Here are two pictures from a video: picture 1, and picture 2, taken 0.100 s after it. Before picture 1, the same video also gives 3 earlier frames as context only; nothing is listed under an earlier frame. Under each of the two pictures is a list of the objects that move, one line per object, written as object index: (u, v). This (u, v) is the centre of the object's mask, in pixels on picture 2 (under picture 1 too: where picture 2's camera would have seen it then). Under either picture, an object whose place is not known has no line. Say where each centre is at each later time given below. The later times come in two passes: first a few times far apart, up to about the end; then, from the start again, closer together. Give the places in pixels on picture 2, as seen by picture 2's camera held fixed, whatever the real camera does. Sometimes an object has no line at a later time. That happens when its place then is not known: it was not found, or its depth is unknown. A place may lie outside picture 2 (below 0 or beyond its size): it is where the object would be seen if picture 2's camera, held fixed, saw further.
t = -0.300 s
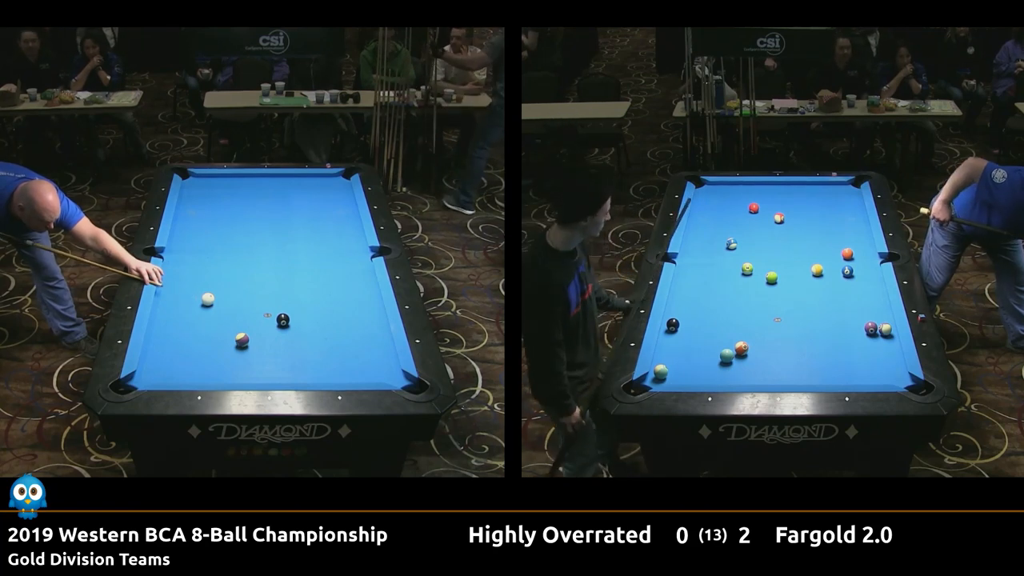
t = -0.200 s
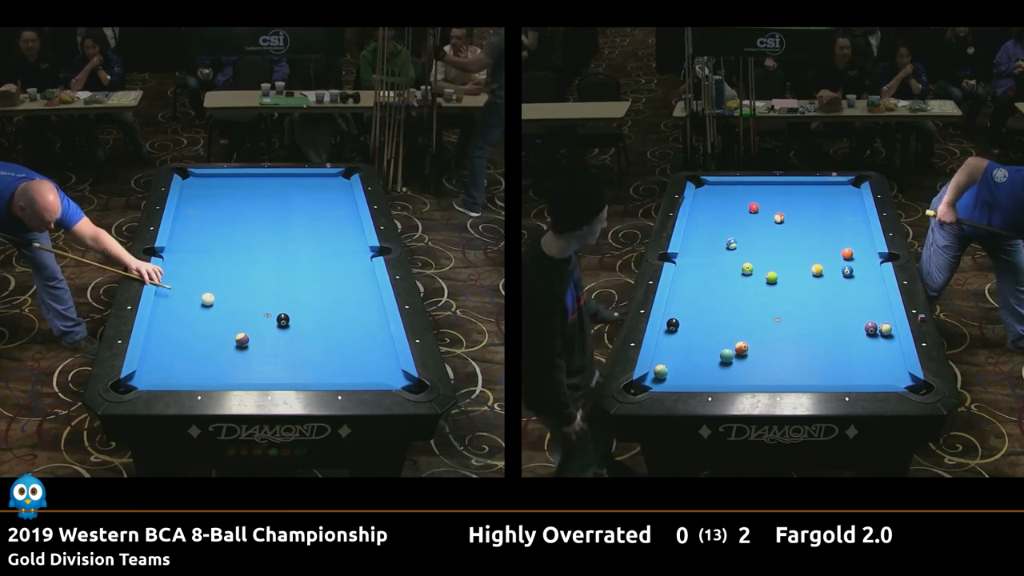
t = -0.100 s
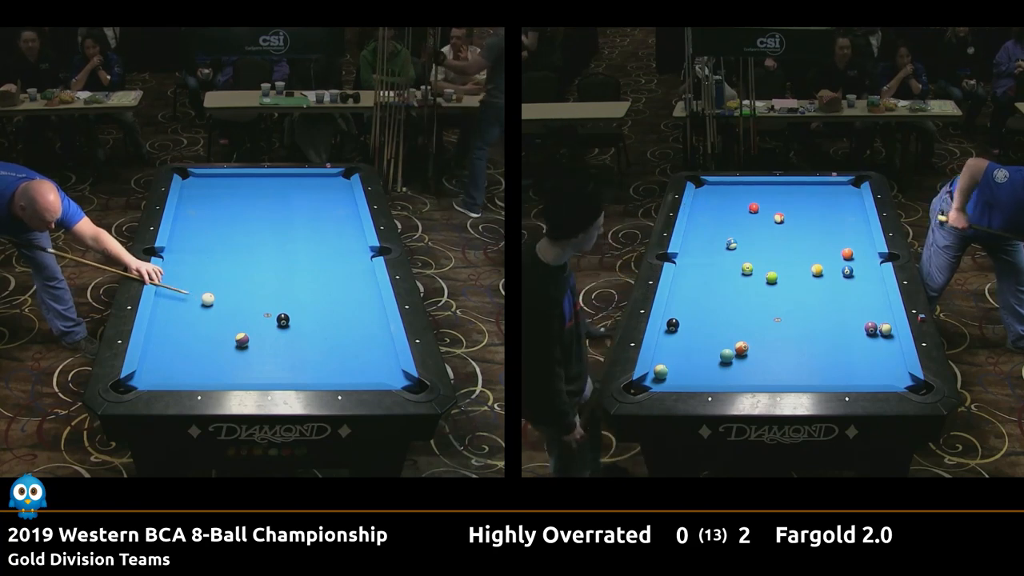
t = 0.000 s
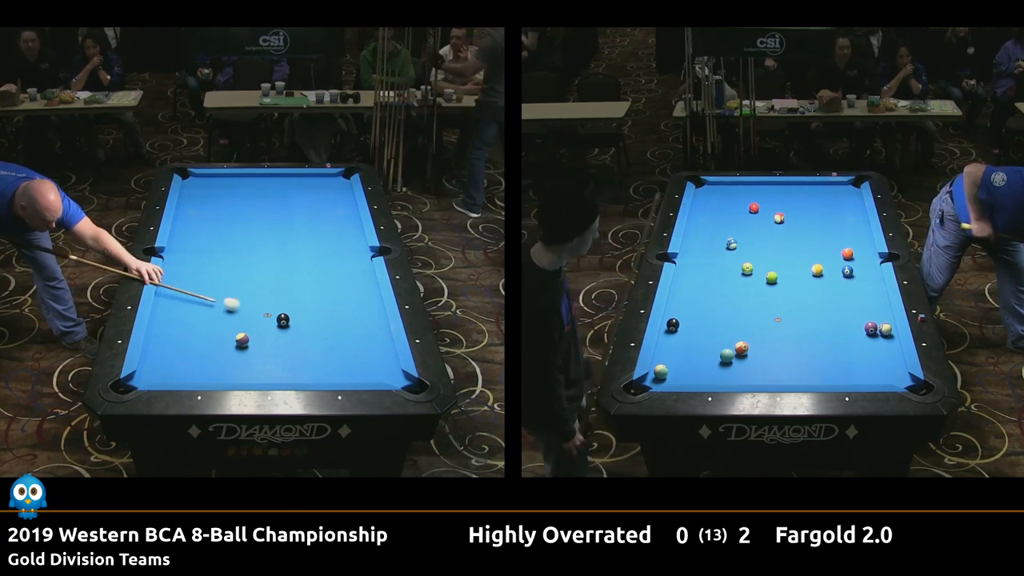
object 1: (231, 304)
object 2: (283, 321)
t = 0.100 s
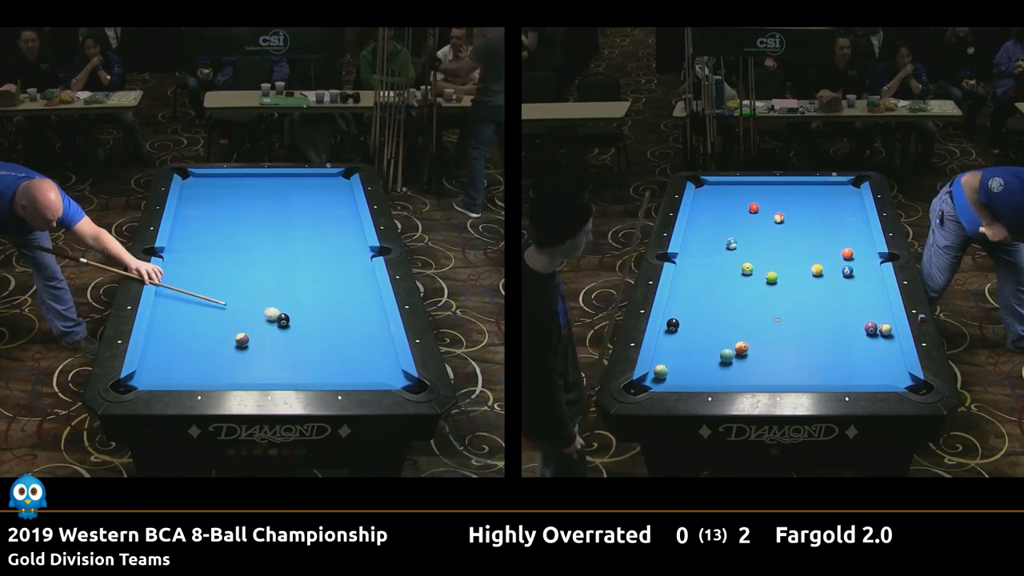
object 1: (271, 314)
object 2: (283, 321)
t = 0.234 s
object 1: (287, 310)
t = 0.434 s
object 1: (308, 303)
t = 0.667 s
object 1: (331, 296)
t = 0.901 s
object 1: (352, 289)
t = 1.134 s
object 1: (371, 282)
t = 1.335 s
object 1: (359, 278)
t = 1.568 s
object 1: (346, 273)
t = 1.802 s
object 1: (334, 268)
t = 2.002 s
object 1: (325, 264)
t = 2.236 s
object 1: (315, 261)
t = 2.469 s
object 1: (306, 257)
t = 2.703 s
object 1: (298, 254)
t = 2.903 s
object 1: (292, 252)
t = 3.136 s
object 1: (286, 249)
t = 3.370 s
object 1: (280, 247)
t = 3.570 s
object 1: (276, 246)
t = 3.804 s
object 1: (272, 245)
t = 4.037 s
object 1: (268, 243)
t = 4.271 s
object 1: (265, 242)
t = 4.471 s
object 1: (263, 242)
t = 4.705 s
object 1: (262, 242)
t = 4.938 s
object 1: (261, 242)
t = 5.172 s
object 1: (261, 242)
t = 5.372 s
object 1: (261, 242)
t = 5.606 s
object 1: (261, 241)
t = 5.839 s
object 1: (261, 241)
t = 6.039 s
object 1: (261, 241)
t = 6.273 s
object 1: (261, 241)
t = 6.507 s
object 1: (261, 241)
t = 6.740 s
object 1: (261, 241)
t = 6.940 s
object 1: (261, 241)
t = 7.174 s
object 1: (261, 241)
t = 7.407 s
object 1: (261, 241)
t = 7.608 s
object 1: (261, 241)
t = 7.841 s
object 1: (261, 241)
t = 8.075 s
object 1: (261, 241)
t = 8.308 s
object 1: (261, 241)
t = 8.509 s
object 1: (261, 241)
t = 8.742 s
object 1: (261, 241)
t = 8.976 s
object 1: (261, 241)
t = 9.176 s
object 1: (261, 240)
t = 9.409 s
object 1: (261, 240)
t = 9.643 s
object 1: (261, 240)
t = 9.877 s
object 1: (261, 240)
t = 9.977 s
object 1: (261, 240)
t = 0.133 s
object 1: (276, 313)
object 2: (292, 325)
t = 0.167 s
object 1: (280, 312)
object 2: (301, 330)
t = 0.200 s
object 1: (283, 311)
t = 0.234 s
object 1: (287, 310)
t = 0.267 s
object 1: (291, 308)
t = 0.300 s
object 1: (294, 307)
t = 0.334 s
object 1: (298, 306)
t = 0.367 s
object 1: (301, 305)
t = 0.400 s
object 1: (305, 304)
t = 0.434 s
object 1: (308, 303)
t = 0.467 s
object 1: (311, 302)
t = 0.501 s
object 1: (315, 301)
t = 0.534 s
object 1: (318, 300)
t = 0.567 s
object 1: (321, 299)
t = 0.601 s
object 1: (325, 298)
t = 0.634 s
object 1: (328, 297)
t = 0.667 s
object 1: (331, 296)
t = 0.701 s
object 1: (334, 295)
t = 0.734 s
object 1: (337, 294)
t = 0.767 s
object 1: (340, 293)
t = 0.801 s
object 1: (344, 292)
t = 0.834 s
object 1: (347, 291)
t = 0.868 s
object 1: (350, 290)
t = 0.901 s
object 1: (352, 289)
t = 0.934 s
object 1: (356, 288)
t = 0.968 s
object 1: (358, 287)
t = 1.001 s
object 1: (361, 286)
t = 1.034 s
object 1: (364, 285)
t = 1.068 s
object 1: (367, 284)
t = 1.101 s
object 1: (370, 283)
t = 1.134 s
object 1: (371, 282)
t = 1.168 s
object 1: (369, 282)
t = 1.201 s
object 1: (367, 281)
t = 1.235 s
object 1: (365, 280)
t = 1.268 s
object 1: (363, 279)
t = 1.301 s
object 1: (361, 279)
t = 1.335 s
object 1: (359, 278)
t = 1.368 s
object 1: (357, 277)
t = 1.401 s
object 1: (355, 276)
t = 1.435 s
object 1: (353, 276)
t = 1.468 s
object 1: (351, 275)
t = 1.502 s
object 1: (349, 274)
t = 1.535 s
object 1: (348, 273)
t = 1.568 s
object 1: (346, 273)
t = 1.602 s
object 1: (344, 272)
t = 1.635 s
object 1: (342, 271)
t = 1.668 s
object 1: (340, 271)
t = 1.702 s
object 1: (339, 270)
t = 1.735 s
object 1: (337, 269)
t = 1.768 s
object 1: (336, 269)
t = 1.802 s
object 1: (334, 268)
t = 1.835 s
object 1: (333, 267)
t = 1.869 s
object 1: (331, 267)
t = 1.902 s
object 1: (329, 266)
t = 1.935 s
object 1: (328, 266)
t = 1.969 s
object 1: (326, 265)
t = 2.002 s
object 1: (325, 264)
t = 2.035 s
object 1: (323, 264)
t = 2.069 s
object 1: (322, 263)
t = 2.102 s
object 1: (320, 263)
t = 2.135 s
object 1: (319, 262)
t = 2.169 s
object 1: (318, 262)
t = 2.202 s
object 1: (316, 261)
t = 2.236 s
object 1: (315, 261)
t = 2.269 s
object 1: (314, 260)
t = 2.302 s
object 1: (313, 259)
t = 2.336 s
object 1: (311, 259)
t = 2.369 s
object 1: (310, 258)
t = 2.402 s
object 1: (309, 258)
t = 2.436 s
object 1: (307, 257)
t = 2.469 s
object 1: (306, 257)
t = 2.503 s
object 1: (305, 256)
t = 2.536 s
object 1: (304, 256)
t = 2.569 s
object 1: (303, 255)
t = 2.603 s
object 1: (302, 255)
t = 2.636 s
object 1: (300, 255)
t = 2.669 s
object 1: (300, 254)
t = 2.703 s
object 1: (298, 254)
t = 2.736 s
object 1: (297, 253)
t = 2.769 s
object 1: (296, 253)
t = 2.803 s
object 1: (295, 253)
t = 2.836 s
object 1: (294, 252)
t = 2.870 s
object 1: (293, 252)
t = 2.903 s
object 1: (292, 252)
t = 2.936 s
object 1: (291, 251)
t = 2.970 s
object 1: (290, 251)
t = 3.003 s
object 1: (289, 250)
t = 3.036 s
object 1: (288, 250)
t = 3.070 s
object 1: (288, 250)
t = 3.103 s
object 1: (287, 249)
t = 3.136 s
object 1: (286, 249)
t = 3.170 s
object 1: (285, 249)
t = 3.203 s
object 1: (284, 248)
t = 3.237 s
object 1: (283, 248)
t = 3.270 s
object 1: (282, 248)
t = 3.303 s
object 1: (282, 247)
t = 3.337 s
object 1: (281, 247)
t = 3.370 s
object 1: (280, 247)
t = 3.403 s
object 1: (279, 247)
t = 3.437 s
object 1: (278, 247)
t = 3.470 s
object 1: (278, 246)
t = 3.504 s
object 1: (277, 246)
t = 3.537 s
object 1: (276, 246)
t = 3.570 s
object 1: (276, 246)
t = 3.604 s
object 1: (275, 245)
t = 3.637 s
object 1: (274, 245)
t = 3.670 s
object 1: (274, 245)
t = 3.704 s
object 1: (273, 245)
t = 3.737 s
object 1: (273, 245)
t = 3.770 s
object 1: (272, 245)
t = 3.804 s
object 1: (272, 245)
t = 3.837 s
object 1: (271, 244)
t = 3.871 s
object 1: (271, 244)
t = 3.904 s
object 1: (270, 244)
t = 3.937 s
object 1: (270, 244)
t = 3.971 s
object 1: (269, 244)
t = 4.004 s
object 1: (269, 243)
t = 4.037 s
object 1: (268, 243)
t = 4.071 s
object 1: (268, 243)
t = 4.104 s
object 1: (267, 243)
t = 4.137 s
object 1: (267, 243)
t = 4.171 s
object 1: (266, 243)
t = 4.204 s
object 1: (266, 242)
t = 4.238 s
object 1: (265, 242)
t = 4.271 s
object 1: (265, 242)
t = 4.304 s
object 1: (265, 242)
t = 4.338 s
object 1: (264, 242)
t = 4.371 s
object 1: (264, 242)
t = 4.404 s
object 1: (263, 242)
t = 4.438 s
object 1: (263, 242)
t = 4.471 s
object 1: (263, 242)
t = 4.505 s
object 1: (263, 242)
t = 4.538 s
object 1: (263, 242)
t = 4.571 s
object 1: (262, 242)
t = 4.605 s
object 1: (262, 242)
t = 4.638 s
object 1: (262, 242)
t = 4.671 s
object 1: (262, 242)
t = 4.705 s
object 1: (262, 242)
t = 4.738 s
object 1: (262, 242)
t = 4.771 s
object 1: (262, 242)
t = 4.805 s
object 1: (261, 242)
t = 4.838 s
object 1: (261, 242)
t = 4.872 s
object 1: (261, 242)
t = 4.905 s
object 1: (261, 242)
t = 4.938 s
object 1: (261, 242)
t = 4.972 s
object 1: (261, 242)
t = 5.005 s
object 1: (261, 242)
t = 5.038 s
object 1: (261, 242)
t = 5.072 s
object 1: (261, 242)
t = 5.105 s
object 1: (261, 242)
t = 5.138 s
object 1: (261, 242)
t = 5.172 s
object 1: (261, 242)
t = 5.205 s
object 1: (261, 242)
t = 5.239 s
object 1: (261, 242)
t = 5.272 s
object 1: (261, 242)
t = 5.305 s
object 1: (261, 242)
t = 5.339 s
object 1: (261, 242)
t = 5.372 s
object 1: (261, 242)
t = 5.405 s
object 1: (261, 242)
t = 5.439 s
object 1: (261, 241)
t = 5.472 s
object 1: (261, 241)
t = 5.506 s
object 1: (261, 241)
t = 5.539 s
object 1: (261, 241)
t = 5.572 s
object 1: (261, 241)
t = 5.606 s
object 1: (261, 241)
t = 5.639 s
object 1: (261, 241)
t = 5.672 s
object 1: (261, 241)
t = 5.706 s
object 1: (261, 241)
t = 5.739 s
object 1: (261, 241)
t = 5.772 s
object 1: (261, 241)
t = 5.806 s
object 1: (261, 241)
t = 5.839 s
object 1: (261, 241)
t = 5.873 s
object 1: (261, 241)
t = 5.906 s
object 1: (261, 241)
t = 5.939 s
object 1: (261, 241)
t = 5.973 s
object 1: (261, 241)
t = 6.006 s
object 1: (261, 241)
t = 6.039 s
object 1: (261, 241)
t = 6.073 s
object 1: (261, 241)
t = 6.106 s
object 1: (261, 241)
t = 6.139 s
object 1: (261, 241)
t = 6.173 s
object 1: (261, 241)
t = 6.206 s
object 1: (261, 241)
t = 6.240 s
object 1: (261, 241)
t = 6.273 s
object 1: (261, 241)
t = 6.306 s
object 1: (261, 241)
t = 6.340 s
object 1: (261, 241)
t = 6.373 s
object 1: (261, 241)
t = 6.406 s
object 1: (261, 241)
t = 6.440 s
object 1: (261, 241)
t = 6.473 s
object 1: (261, 241)
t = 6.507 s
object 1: (261, 241)
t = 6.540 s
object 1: (261, 241)
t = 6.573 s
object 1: (261, 241)
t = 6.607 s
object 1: (261, 241)
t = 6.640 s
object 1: (261, 241)
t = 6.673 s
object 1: (261, 241)
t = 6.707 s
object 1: (261, 241)
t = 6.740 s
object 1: (261, 241)
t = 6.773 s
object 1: (261, 241)
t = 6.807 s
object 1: (261, 241)
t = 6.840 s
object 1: (261, 241)
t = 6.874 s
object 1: (261, 241)
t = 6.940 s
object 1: (261, 241)
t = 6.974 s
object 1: (261, 241)
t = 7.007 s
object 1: (261, 241)
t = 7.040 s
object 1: (261, 241)
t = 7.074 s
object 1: (261, 241)
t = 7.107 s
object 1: (261, 241)
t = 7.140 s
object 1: (261, 241)
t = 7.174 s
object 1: (261, 241)
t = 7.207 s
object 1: (261, 241)
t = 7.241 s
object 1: (261, 241)
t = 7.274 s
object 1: (261, 241)
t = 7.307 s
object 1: (261, 241)
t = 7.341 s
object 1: (261, 241)
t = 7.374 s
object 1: (261, 241)
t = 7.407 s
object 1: (261, 241)
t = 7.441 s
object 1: (261, 241)
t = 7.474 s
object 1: (261, 241)
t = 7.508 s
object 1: (261, 241)
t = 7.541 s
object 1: (261, 241)
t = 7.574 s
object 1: (261, 241)
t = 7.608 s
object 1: (261, 241)
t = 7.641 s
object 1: (261, 241)
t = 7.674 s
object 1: (261, 241)
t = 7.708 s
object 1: (261, 241)
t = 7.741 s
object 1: (261, 241)
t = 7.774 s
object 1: (261, 241)
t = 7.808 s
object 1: (261, 241)
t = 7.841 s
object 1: (261, 241)
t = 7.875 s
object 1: (261, 241)
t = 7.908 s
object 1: (261, 241)
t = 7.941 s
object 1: (261, 241)
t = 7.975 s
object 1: (261, 241)
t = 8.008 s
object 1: (261, 241)
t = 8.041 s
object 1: (261, 241)
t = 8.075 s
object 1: (261, 241)
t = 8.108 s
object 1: (261, 241)
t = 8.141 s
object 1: (261, 241)
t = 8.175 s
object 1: (261, 241)
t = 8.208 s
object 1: (261, 241)
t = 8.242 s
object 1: (261, 241)
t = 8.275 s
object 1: (261, 241)
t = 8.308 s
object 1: (261, 241)
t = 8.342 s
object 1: (261, 241)
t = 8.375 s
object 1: (261, 241)
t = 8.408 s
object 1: (261, 241)
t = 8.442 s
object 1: (261, 241)
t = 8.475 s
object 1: (261, 241)
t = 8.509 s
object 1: (261, 241)
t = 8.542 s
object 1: (261, 241)
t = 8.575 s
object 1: (261, 241)
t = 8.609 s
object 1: (261, 241)
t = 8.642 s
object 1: (261, 241)
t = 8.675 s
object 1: (261, 241)
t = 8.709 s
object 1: (261, 241)
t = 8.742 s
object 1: (261, 241)
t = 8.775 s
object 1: (261, 241)
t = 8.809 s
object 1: (261, 241)
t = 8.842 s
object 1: (261, 241)
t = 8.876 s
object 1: (261, 240)
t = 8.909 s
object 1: (261, 240)
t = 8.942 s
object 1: (261, 241)
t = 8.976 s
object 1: (261, 241)
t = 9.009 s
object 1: (261, 241)
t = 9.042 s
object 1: (261, 240)
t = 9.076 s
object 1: (261, 240)
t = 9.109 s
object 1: (261, 240)
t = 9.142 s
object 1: (261, 240)
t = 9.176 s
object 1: (261, 240)
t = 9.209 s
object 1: (261, 240)
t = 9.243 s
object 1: (261, 240)
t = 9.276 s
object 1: (261, 240)
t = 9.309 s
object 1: (261, 240)
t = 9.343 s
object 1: (261, 240)
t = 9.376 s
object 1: (261, 241)
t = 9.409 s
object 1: (261, 240)
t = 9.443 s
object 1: (261, 240)
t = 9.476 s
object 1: (261, 240)
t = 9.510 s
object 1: (261, 240)
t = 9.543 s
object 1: (261, 240)
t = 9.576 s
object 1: (261, 240)
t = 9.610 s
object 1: (261, 240)
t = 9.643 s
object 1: (261, 240)
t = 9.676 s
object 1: (261, 240)
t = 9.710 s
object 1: (261, 240)
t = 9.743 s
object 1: (261, 240)
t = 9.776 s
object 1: (261, 240)
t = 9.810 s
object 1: (261, 240)
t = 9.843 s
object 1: (261, 240)
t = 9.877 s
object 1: (261, 240)
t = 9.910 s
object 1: (261, 240)
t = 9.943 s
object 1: (261, 240)
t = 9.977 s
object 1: (261, 240)
